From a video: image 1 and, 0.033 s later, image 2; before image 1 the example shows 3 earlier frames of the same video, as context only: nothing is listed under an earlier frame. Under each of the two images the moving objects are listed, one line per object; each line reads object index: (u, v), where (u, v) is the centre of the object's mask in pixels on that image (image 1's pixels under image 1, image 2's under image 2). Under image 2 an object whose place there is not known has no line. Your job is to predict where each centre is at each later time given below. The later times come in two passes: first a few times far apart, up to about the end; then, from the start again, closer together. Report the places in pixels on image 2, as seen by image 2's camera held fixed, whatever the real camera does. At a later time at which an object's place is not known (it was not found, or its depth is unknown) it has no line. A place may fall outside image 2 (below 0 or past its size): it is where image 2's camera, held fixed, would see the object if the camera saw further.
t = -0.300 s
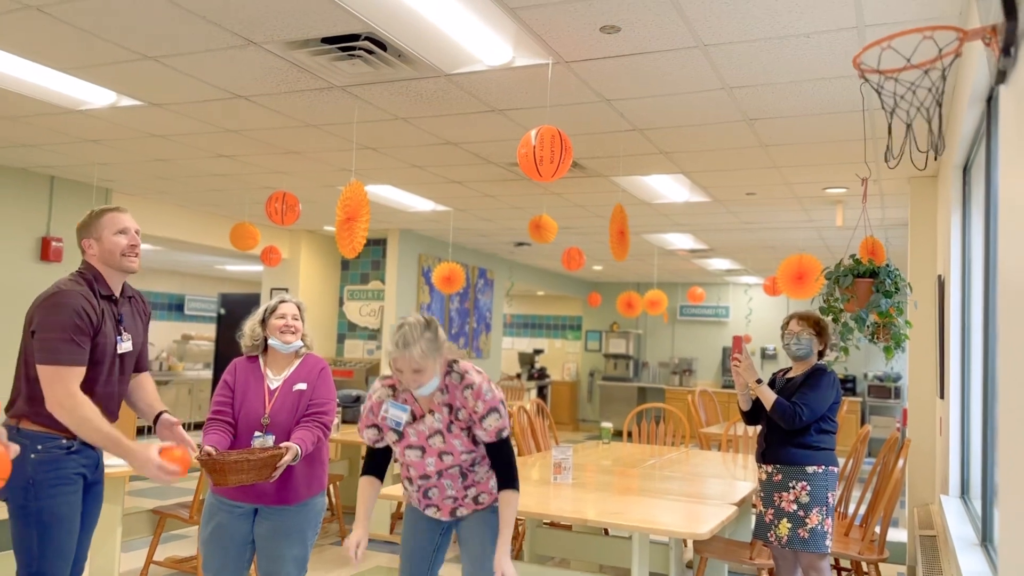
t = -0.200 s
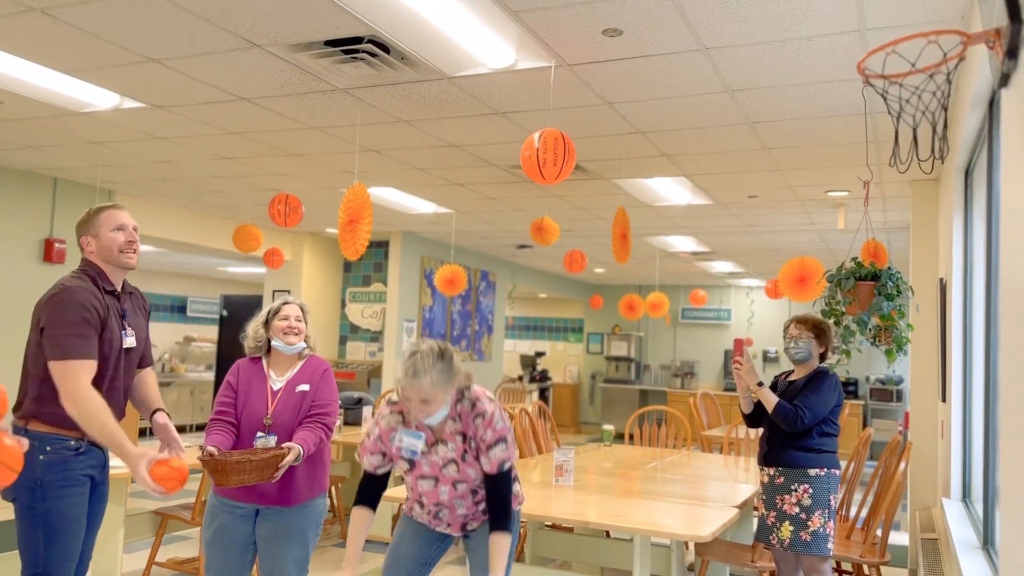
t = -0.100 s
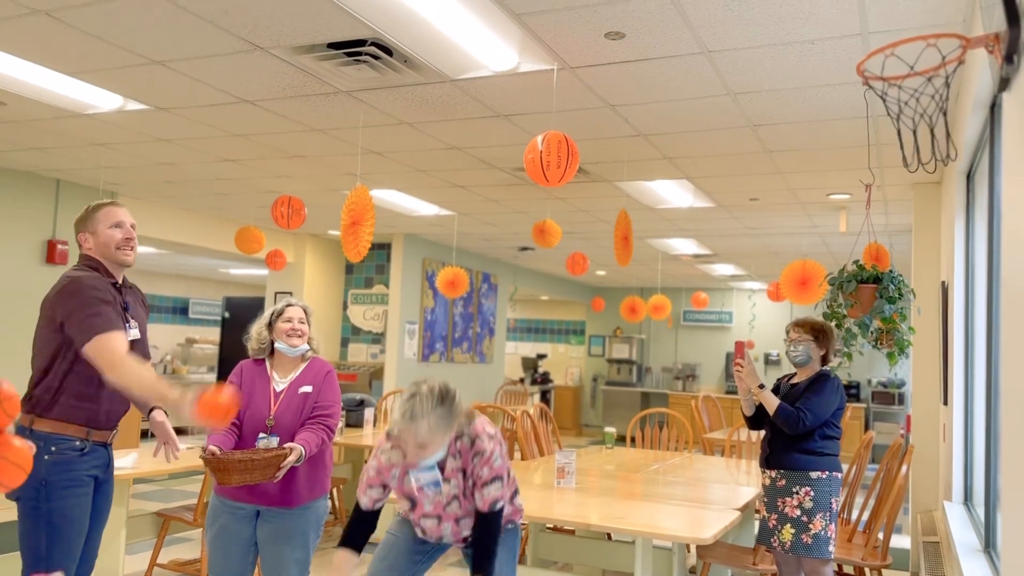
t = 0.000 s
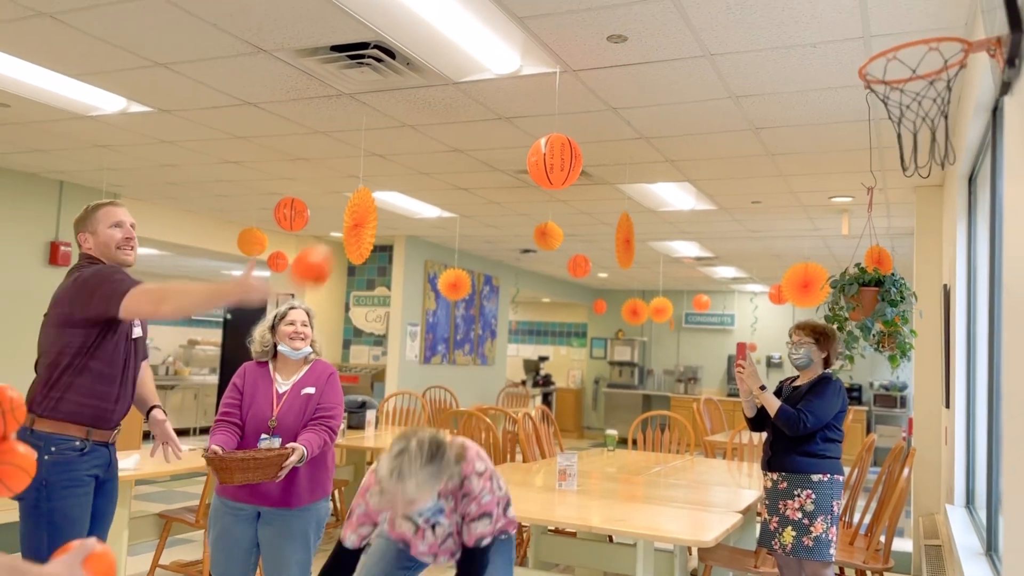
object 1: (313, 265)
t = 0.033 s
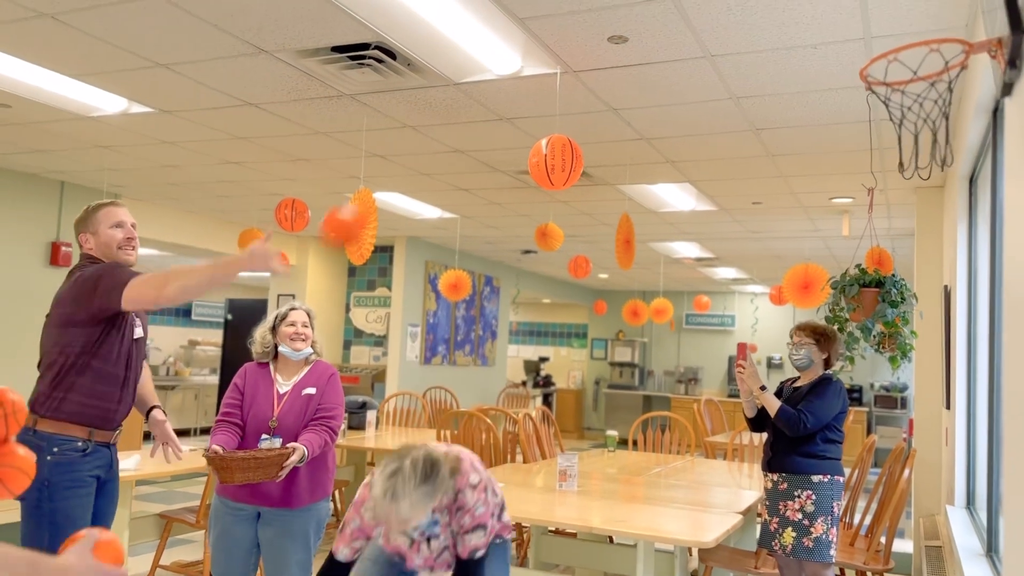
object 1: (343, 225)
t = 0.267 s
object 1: (557, 18)
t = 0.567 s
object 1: (891, 12)
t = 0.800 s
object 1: (885, 36)
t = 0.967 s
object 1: (806, 149)
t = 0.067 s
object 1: (371, 186)
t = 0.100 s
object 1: (402, 150)
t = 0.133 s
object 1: (432, 118)
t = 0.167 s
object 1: (461, 91)
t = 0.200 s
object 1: (494, 64)
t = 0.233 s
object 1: (529, 37)
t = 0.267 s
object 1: (557, 18)
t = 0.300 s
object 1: (590, 6)
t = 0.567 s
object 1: (891, 12)
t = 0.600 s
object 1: (932, 36)
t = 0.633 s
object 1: (962, 34)
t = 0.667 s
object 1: (951, 26)
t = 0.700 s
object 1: (933, 21)
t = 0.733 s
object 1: (917, 22)
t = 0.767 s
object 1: (901, 27)
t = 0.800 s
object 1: (885, 36)
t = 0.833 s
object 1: (869, 51)
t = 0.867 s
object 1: (853, 69)
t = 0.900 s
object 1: (838, 92)
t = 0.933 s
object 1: (822, 119)
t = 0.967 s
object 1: (806, 149)
